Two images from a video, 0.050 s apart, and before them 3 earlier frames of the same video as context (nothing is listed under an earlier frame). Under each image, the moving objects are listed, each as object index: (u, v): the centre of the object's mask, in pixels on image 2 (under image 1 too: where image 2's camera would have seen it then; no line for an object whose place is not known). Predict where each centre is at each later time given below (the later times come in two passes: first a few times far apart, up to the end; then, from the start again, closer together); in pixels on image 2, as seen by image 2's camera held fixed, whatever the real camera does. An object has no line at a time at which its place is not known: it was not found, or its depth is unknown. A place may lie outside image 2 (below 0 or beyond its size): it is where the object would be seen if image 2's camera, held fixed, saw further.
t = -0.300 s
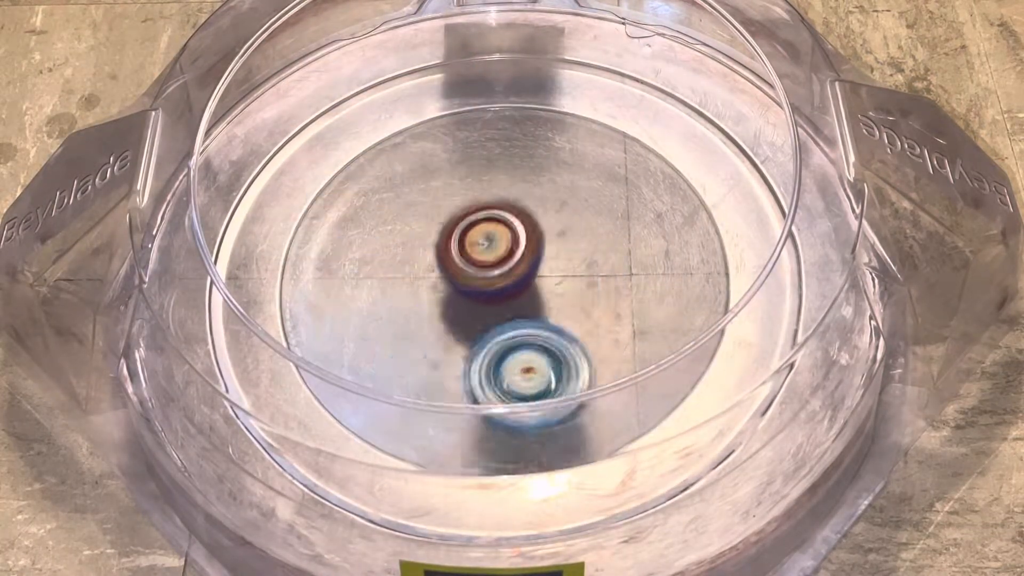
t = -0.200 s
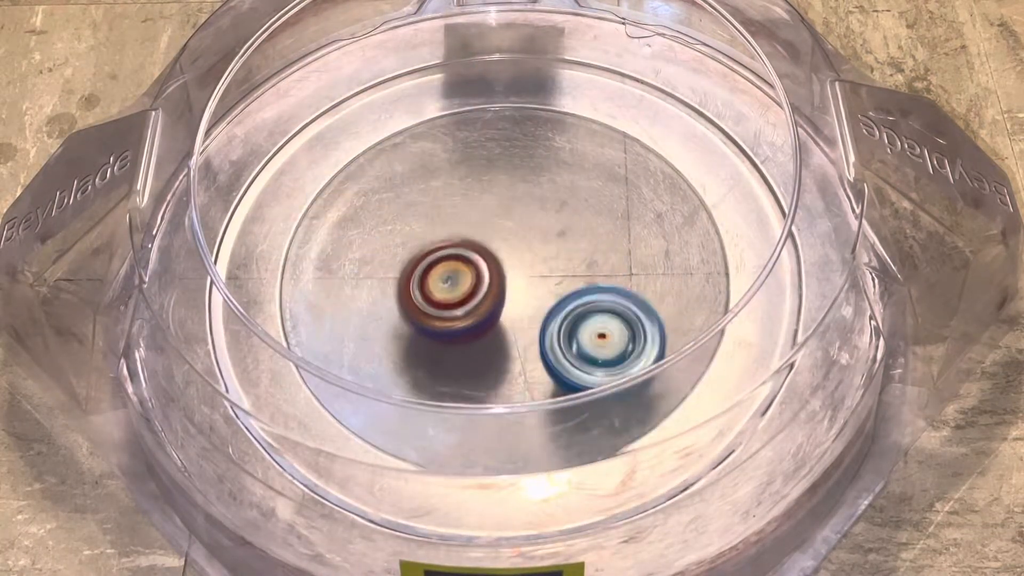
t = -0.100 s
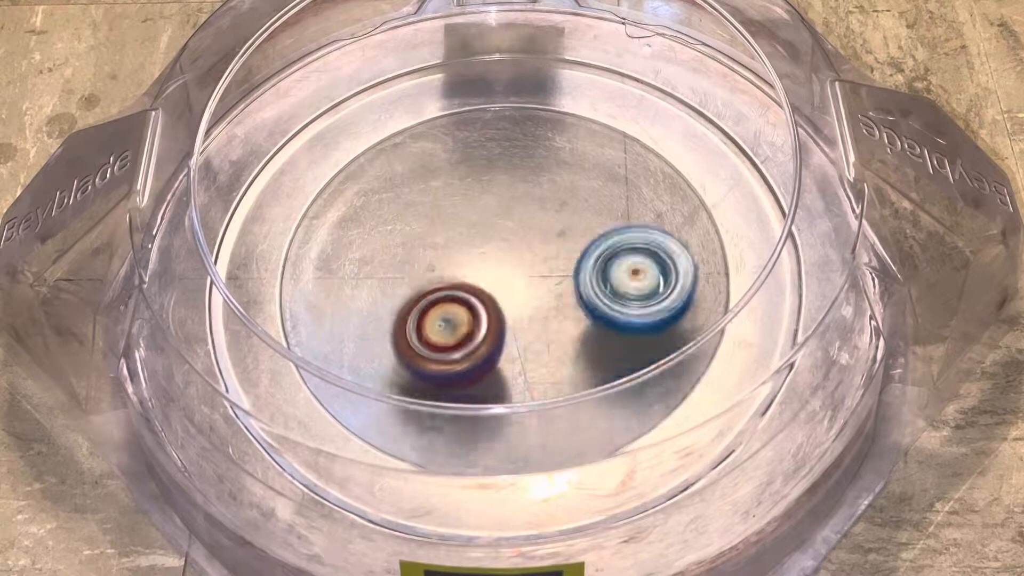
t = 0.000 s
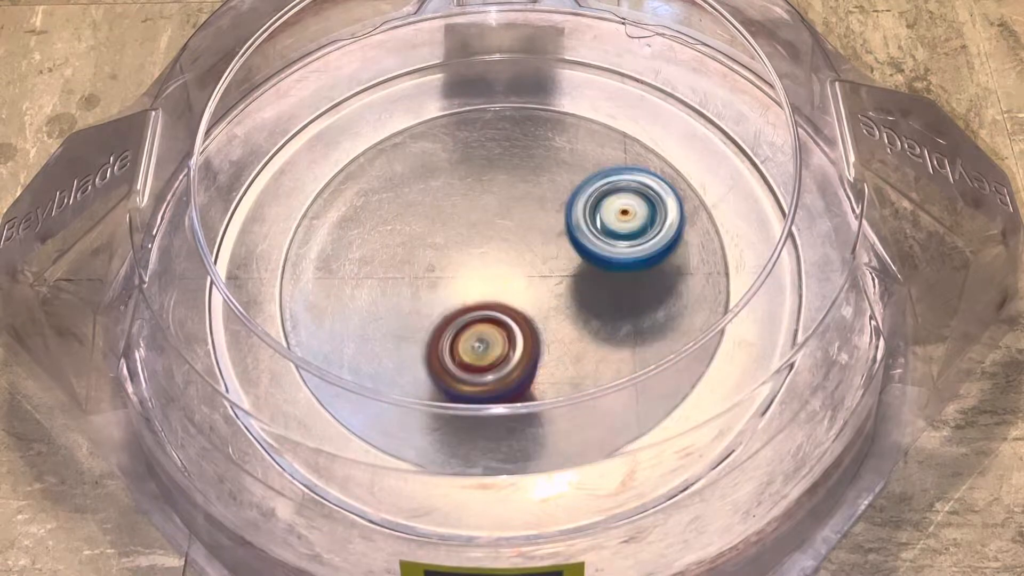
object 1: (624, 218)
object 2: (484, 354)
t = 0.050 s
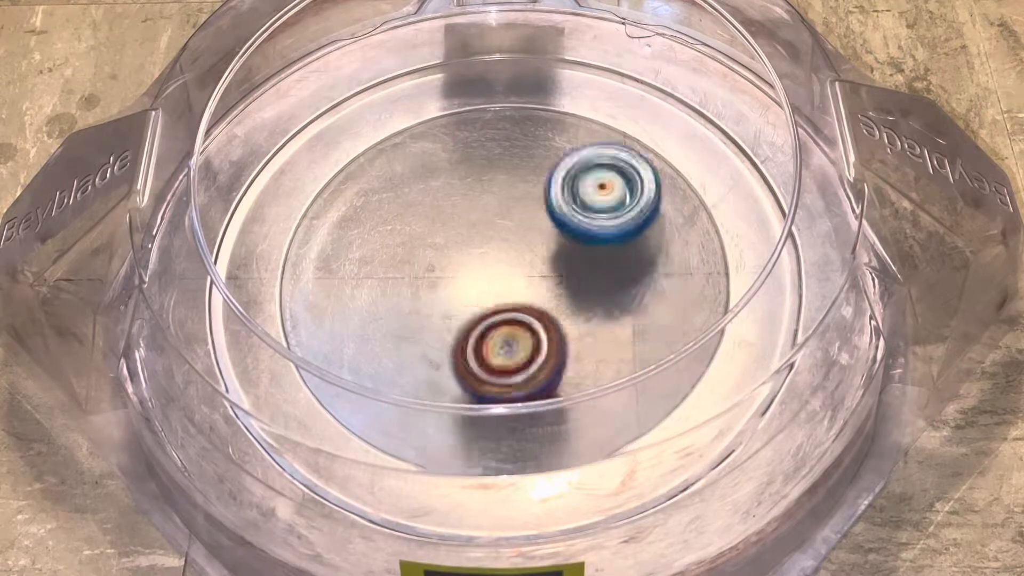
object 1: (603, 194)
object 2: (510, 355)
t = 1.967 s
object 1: (449, 287)
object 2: (512, 98)
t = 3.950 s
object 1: (499, 280)
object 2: (383, 417)
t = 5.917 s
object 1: (496, 282)
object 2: (480, 95)
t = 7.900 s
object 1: (494, 280)
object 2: (462, 179)
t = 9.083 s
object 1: (471, 155)
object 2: (498, 277)
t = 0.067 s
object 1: (595, 187)
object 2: (520, 352)
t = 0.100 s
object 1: (575, 177)
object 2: (540, 348)
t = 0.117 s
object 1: (563, 172)
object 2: (549, 343)
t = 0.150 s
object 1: (543, 166)
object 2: (569, 329)
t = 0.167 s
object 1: (531, 165)
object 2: (579, 323)
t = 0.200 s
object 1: (504, 164)
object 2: (596, 304)
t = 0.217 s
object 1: (493, 165)
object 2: (604, 293)
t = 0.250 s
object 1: (469, 171)
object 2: (615, 270)
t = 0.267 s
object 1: (457, 175)
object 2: (616, 258)
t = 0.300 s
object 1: (437, 181)
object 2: (615, 234)
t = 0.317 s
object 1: (428, 189)
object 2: (611, 222)
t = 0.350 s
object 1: (409, 203)
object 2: (597, 201)
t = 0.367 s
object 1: (402, 210)
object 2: (587, 193)
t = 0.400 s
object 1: (392, 228)
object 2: (563, 179)
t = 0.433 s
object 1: (384, 248)
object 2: (534, 169)
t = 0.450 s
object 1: (382, 258)
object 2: (519, 167)
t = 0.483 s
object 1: (384, 279)
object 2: (485, 164)
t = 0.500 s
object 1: (385, 289)
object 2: (468, 167)
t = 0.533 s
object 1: (392, 308)
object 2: (434, 173)
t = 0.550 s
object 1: (398, 317)
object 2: (417, 178)
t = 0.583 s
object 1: (414, 334)
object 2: (386, 193)
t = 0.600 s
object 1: (424, 341)
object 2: (371, 201)
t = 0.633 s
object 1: (444, 351)
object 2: (343, 222)
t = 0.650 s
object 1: (457, 355)
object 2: (332, 234)
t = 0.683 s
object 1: (483, 358)
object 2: (313, 259)
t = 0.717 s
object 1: (508, 360)
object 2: (300, 287)
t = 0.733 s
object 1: (521, 358)
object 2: (299, 299)
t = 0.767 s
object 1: (548, 352)
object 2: (295, 327)
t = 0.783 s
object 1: (560, 349)
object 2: (296, 345)
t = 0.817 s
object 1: (580, 340)
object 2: (310, 375)
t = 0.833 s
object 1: (589, 334)
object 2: (317, 391)
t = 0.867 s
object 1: (603, 317)
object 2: (334, 420)
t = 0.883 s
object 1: (609, 309)
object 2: (341, 436)
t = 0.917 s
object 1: (616, 292)
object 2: (356, 465)
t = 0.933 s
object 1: (617, 284)
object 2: (364, 477)
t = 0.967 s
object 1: (615, 264)
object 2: (384, 497)
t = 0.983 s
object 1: (613, 254)
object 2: (401, 497)
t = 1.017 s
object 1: (606, 237)
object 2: (435, 503)
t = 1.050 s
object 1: (593, 224)
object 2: (470, 498)
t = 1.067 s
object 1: (586, 217)
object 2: (488, 505)
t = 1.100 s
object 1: (567, 205)
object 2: (519, 506)
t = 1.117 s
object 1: (558, 200)
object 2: (534, 504)
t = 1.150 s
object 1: (538, 195)
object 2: (565, 502)
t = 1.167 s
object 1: (528, 193)
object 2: (581, 498)
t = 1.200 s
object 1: (505, 192)
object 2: (612, 485)
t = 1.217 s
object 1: (493, 193)
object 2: (627, 479)
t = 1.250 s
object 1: (472, 197)
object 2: (653, 463)
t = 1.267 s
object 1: (463, 200)
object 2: (665, 457)
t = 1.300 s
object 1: (445, 211)
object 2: (684, 442)
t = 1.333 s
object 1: (429, 222)
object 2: (697, 431)
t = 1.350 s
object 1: (422, 229)
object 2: (701, 426)
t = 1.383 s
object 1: (413, 243)
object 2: (708, 416)
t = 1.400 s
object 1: (410, 251)
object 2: (710, 412)
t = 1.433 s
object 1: (408, 268)
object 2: (710, 406)
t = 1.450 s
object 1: (408, 277)
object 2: (708, 402)
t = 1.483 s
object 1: (412, 294)
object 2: (703, 389)
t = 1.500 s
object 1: (416, 302)
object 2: (700, 383)
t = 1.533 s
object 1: (426, 316)
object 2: (690, 371)
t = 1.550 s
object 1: (433, 322)
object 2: (686, 365)
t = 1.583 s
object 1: (450, 333)
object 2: (675, 354)
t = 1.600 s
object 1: (460, 336)
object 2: (667, 343)
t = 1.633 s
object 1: (481, 342)
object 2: (646, 321)
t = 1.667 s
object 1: (501, 344)
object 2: (628, 306)
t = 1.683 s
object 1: (502, 344)
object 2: (625, 291)
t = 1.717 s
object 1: (484, 345)
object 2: (634, 256)
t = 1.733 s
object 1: (476, 345)
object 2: (637, 237)
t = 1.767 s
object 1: (462, 342)
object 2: (635, 203)
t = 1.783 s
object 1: (457, 339)
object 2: (630, 188)
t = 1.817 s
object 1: (448, 334)
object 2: (617, 159)
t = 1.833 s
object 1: (445, 329)
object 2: (609, 147)
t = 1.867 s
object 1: (442, 319)
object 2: (588, 128)
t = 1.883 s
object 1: (441, 314)
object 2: (578, 119)
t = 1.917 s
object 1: (442, 303)
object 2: (552, 107)
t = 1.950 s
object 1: (446, 293)
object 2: (525, 99)
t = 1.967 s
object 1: (449, 287)
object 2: (512, 98)
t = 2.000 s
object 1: (456, 276)
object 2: (482, 99)
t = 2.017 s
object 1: (460, 271)
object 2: (467, 102)
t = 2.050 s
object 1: (469, 262)
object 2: (438, 110)
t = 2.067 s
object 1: (474, 257)
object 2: (424, 118)
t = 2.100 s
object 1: (484, 251)
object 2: (396, 131)
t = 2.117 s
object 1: (488, 248)
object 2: (383, 140)
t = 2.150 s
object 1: (496, 244)
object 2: (359, 162)
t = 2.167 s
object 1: (499, 242)
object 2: (348, 174)
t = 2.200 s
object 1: (505, 241)
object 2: (330, 200)
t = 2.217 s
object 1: (508, 240)
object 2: (323, 214)
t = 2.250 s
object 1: (512, 241)
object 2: (312, 245)
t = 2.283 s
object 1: (514, 242)
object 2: (310, 276)
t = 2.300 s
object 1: (515, 244)
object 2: (312, 293)
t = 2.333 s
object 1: (515, 247)
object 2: (323, 319)
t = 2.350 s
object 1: (515, 250)
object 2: (333, 331)
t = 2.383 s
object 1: (513, 255)
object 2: (347, 366)
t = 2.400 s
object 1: (512, 256)
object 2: (359, 379)
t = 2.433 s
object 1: (509, 261)
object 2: (388, 402)
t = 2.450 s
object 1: (507, 264)
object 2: (405, 410)
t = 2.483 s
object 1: (503, 267)
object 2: (444, 423)
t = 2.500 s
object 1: (501, 270)
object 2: (464, 428)
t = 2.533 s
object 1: (497, 273)
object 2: (505, 430)
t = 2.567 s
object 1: (492, 276)
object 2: (548, 426)
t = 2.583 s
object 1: (490, 277)
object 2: (568, 421)
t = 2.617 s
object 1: (486, 278)
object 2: (607, 407)
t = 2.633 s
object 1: (485, 279)
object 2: (626, 397)
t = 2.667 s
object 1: (482, 279)
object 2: (658, 375)
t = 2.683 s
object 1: (481, 280)
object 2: (671, 362)
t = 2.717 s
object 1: (480, 279)
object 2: (694, 331)
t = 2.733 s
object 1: (479, 279)
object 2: (703, 316)
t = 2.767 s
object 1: (479, 278)
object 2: (714, 285)
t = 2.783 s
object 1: (479, 278)
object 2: (711, 267)
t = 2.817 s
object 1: (480, 276)
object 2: (713, 238)
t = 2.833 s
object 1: (481, 275)
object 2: (709, 222)
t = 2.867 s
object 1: (483, 274)
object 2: (696, 190)
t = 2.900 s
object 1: (485, 272)
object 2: (676, 162)
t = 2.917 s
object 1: (486, 271)
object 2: (664, 150)
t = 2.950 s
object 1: (488, 269)
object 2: (636, 127)
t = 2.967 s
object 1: (490, 268)
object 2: (619, 118)
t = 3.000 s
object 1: (492, 266)
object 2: (584, 101)
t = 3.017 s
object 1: (494, 265)
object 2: (549, 88)
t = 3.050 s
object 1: (499, 262)
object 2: (451, 95)
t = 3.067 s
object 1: (502, 261)
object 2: (413, 107)
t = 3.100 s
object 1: (505, 260)
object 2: (329, 159)
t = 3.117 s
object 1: (507, 260)
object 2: (297, 206)
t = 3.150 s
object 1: (507, 261)
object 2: (288, 293)
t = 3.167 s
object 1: (507, 261)
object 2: (295, 334)
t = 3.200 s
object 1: (505, 263)
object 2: (366, 408)
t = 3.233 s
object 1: (502, 265)
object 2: (482, 444)
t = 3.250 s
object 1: (502, 267)
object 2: (557, 437)
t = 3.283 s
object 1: (503, 270)
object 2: (663, 383)
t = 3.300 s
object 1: (504, 270)
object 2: (692, 350)
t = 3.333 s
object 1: (505, 270)
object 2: (718, 254)
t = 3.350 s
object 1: (504, 270)
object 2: (709, 200)
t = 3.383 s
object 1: (504, 271)
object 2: (646, 127)
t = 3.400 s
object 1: (505, 271)
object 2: (610, 107)
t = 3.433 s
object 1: (505, 269)
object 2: (507, 86)
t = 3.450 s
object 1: (504, 269)
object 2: (439, 94)
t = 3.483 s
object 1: (506, 268)
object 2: (341, 149)
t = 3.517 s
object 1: (507, 267)
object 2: (288, 236)
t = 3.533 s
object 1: (506, 266)
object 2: (284, 276)
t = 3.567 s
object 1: (508, 268)
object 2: (323, 374)
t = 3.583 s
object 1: (508, 267)
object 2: (380, 418)
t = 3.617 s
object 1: (507, 270)
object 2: (509, 445)
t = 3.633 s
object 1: (508, 271)
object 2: (563, 437)
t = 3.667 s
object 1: (508, 271)
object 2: (672, 374)
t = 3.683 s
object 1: (508, 273)
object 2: (710, 319)
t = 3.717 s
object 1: (509, 274)
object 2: (716, 221)
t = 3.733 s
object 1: (508, 275)
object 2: (701, 185)
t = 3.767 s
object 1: (510, 276)
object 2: (626, 115)
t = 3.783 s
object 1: (508, 277)
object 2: (563, 92)
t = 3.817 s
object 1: (509, 279)
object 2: (446, 95)
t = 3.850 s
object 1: (506, 279)
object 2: (344, 146)
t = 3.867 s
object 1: (507, 279)
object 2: (315, 179)
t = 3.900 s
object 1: (503, 278)
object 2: (284, 278)
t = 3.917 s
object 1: (503, 278)
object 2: (300, 336)
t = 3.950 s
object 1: (499, 280)
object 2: (383, 417)
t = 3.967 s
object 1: (499, 280)
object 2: (429, 437)
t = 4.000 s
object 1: (497, 280)
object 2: (562, 438)
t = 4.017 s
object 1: (497, 281)
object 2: (632, 406)
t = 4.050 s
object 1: (496, 283)
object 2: (709, 320)
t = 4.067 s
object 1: (494, 282)
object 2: (720, 282)
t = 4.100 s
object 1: (494, 283)
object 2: (703, 188)
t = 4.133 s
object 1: (493, 283)
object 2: (632, 120)
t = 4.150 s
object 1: (493, 281)
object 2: (572, 93)
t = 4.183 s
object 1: (494, 281)
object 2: (463, 90)
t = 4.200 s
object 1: (493, 280)
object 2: (421, 102)
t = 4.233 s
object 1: (493, 280)
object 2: (333, 158)
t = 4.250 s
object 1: (495, 280)
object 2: (298, 206)
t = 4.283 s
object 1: (494, 280)
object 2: (290, 294)
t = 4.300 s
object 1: (495, 279)
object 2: (296, 334)
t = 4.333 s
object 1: (495, 279)
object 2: (366, 410)
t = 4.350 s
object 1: (493, 280)
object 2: (432, 437)
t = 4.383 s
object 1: (492, 279)
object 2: (552, 439)
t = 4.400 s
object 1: (494, 278)
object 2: (600, 424)
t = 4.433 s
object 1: (494, 278)
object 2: (689, 354)
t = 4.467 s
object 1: (495, 278)
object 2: (722, 265)
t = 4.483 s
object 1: (493, 278)
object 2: (713, 214)
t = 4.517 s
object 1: (493, 278)
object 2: (661, 139)
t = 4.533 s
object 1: (495, 278)
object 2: (631, 118)
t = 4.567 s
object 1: (495, 277)
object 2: (539, 89)
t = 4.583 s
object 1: (494, 277)
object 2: (477, 89)
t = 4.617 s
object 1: (493, 277)
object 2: (382, 120)
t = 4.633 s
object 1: (493, 274)
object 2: (351, 141)
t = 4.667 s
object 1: (492, 274)
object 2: (295, 212)
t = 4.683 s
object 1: (492, 274)
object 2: (283, 265)
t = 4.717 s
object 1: (491, 273)
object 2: (306, 349)
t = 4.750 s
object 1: (491, 273)
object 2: (379, 415)
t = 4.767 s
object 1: (490, 275)
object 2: (418, 433)
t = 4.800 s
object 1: (493, 275)
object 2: (535, 441)
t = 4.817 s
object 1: (493, 275)
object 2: (601, 423)
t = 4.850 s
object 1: (495, 274)
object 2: (687, 356)
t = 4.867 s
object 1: (495, 272)
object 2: (708, 324)
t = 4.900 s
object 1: (496, 271)
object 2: (719, 238)
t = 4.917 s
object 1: (498, 270)
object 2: (704, 188)
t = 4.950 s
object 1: (499, 269)
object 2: (644, 126)
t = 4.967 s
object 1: (501, 269)
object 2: (611, 108)
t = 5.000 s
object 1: (502, 266)
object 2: (516, 86)
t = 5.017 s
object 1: (503, 266)
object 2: (459, 91)
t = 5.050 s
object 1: (502, 266)
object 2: (369, 127)
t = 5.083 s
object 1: (501, 267)
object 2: (306, 191)
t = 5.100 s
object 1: (501, 267)
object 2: (291, 223)
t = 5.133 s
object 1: (499, 269)
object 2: (294, 300)
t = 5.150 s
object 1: (500, 268)
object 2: (308, 353)
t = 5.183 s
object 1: (500, 270)
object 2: (379, 413)
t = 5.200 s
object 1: (501, 269)
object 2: (418, 433)
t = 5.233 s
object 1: (500, 269)
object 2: (528, 441)
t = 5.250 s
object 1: (500, 269)
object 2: (593, 424)
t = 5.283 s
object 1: (501, 269)
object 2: (676, 365)
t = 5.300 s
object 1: (501, 268)
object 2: (699, 335)
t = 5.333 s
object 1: (502, 268)
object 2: (717, 251)
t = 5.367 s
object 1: (501, 267)
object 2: (694, 174)
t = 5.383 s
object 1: (502, 268)
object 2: (673, 148)
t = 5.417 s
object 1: (501, 267)
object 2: (597, 103)
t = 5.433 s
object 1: (502, 267)
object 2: (543, 88)
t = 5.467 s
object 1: (501, 269)
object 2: (452, 94)
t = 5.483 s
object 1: (501, 269)
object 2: (415, 105)
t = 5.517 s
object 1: (501, 273)
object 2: (340, 150)
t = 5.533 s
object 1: (500, 273)
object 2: (308, 189)
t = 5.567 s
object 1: (501, 274)
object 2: (285, 266)
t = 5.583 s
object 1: (501, 276)
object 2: (291, 293)
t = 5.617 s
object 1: (500, 276)
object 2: (327, 372)
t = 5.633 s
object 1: (501, 277)
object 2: (371, 406)
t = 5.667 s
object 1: (502, 279)
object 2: (470, 436)
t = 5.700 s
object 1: (500, 279)
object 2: (574, 425)
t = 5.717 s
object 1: (502, 280)
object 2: (611, 410)
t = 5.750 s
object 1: (499, 282)
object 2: (684, 348)
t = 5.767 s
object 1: (498, 281)
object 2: (707, 301)
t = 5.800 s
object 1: (496, 279)
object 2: (708, 224)
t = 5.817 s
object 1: (496, 280)
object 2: (695, 195)
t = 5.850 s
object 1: (493, 281)
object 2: (642, 135)
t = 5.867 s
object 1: (493, 281)
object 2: (599, 111)
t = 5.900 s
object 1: (495, 281)
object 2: (513, 92)
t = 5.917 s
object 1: (496, 282)
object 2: (480, 95)
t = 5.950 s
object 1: (496, 281)
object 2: (396, 121)
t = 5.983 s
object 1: (496, 279)
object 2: (331, 172)
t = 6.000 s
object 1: (495, 278)
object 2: (306, 211)
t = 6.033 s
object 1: (496, 278)
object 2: (295, 285)
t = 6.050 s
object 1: (495, 279)
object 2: (306, 310)
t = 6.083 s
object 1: (493, 278)
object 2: (347, 375)
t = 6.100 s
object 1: (493, 279)
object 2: (394, 405)
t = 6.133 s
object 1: (494, 278)
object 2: (488, 428)
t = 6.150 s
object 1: (495, 279)
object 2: (532, 424)
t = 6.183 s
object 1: (495, 279)
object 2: (620, 389)
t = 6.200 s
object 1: (495, 278)
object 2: (659, 351)
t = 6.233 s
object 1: (495, 277)
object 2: (688, 281)
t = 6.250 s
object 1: (495, 275)
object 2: (691, 253)
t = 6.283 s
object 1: (497, 273)
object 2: (665, 186)
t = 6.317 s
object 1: (498, 273)
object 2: (609, 137)
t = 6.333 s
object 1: (499, 271)
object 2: (565, 118)
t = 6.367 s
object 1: (500, 272)
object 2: (485, 111)
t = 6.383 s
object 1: (499, 271)
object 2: (455, 114)
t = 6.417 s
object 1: (498, 270)
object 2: (383, 143)
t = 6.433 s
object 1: (499, 270)
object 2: (348, 172)
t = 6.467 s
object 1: (498, 269)
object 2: (313, 233)
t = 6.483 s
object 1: (498, 267)
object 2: (308, 260)
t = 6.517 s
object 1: (499, 267)
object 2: (330, 324)
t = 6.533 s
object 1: (499, 268)
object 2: (357, 362)
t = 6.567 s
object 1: (499, 268)
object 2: (431, 407)
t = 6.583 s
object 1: (500, 268)
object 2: (469, 415)
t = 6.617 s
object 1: (500, 270)
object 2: (562, 404)
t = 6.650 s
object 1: (500, 271)
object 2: (632, 353)
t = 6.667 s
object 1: (499, 271)
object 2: (656, 312)
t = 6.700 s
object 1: (500, 273)
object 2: (670, 247)
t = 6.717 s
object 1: (500, 273)
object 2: (663, 222)
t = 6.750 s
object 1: (500, 274)
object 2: (595, 151)
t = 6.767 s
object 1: (501, 273)
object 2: (582, 145)
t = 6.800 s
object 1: (501, 275)
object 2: (555, 135)
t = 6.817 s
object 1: (500, 274)
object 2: (540, 134)
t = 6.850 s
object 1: (501, 274)
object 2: (509, 131)
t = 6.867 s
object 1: (500, 275)
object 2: (495, 131)
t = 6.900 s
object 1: (501, 274)
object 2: (464, 136)
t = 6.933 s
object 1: (502, 274)
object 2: (437, 144)
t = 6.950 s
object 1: (501, 276)
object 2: (422, 150)
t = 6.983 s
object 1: (501, 275)
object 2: (397, 165)
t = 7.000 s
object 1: (502, 276)
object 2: (386, 175)
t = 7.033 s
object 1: (500, 276)
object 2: (367, 196)
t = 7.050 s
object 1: (502, 275)
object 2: (360, 206)
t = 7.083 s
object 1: (501, 276)
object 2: (349, 230)
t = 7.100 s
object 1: (501, 275)
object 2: (344, 243)
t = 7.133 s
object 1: (501, 275)
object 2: (341, 269)
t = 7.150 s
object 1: (499, 276)
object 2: (343, 282)
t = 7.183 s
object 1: (500, 275)
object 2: (351, 306)
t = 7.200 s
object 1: (499, 277)
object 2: (359, 318)
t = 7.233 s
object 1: (499, 276)
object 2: (377, 338)
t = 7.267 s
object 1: (498, 276)
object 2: (399, 353)
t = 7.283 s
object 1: (499, 277)
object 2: (411, 358)
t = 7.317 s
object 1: (498, 277)
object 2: (439, 367)
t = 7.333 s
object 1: (500, 277)
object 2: (455, 370)
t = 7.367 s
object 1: (499, 278)
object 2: (488, 373)
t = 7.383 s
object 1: (498, 277)
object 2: (504, 372)
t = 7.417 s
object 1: (499, 277)
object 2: (538, 368)
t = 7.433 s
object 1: (498, 278)
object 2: (551, 364)
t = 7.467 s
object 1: (498, 277)
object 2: (577, 354)
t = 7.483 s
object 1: (500, 279)
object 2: (592, 346)
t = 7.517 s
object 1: (498, 279)
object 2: (613, 329)
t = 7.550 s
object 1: (498, 279)
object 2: (628, 306)
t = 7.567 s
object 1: (499, 279)
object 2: (631, 295)
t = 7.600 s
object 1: (498, 279)
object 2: (635, 271)
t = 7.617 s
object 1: (498, 278)
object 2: (635, 259)
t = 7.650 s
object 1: (498, 279)
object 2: (628, 237)
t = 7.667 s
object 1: (497, 279)
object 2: (621, 226)
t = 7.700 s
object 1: (497, 278)
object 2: (605, 208)
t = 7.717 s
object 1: (497, 280)
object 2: (596, 203)
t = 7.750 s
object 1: (495, 280)
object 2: (574, 190)
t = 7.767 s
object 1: (497, 279)
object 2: (563, 182)
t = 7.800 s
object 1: (496, 280)
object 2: (537, 173)
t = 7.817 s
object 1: (494, 279)
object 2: (521, 173)
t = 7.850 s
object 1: (495, 279)
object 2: (496, 171)
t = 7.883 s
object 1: (496, 279)
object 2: (471, 175)
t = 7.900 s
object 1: (494, 280)
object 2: (462, 179)
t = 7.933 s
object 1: (495, 279)
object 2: (442, 189)
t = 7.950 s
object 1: (496, 282)
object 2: (433, 193)
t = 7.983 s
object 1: (499, 286)
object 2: (412, 202)
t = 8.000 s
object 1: (502, 287)
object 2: (404, 207)
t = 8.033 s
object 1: (505, 290)
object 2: (391, 219)
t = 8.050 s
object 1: (505, 290)
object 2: (385, 226)
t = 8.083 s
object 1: (508, 290)
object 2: (379, 241)
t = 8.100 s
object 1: (508, 291)
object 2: (379, 248)
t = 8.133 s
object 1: (509, 290)
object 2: (378, 263)
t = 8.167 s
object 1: (510, 288)
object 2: (382, 278)
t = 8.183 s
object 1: (512, 288)
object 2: (383, 285)
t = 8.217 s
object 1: (511, 286)
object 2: (393, 299)
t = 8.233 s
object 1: (514, 283)
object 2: (396, 305)
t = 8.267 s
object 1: (526, 276)
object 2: (394, 315)
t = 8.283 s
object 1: (530, 278)
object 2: (394, 320)
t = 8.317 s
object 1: (535, 272)
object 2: (402, 328)
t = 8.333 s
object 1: (538, 270)
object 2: (407, 332)
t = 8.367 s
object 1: (539, 269)
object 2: (418, 340)
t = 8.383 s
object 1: (538, 265)
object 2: (424, 343)
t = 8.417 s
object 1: (535, 261)
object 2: (440, 347)
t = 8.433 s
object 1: (532, 262)
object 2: (449, 347)
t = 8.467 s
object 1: (528, 259)
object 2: (469, 346)
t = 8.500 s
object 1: (534, 241)
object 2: (475, 354)
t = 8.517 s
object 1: (538, 233)
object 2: (480, 357)
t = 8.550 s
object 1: (541, 220)
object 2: (490, 359)
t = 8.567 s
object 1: (540, 213)
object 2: (495, 359)
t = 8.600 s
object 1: (539, 206)
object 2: (510, 357)
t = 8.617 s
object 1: (539, 205)
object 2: (517, 355)
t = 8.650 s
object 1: (534, 205)
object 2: (530, 347)
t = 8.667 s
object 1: (531, 205)
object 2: (535, 339)
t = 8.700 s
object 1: (527, 209)
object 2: (544, 325)
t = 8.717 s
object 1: (522, 212)
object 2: (546, 315)
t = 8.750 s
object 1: (516, 197)
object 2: (549, 316)
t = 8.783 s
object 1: (506, 168)
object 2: (551, 327)
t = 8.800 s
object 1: (503, 156)
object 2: (552, 330)
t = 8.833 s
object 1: (495, 137)
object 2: (551, 333)
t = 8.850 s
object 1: (489, 130)
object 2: (551, 333)
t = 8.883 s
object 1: (482, 121)
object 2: (551, 328)
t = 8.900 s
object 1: (481, 120)
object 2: (550, 326)
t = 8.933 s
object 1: (476, 119)
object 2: (548, 315)
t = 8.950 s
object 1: (473, 119)
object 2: (544, 310)
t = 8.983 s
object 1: (470, 123)
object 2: (536, 300)
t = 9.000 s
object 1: (471, 128)
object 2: (531, 293)
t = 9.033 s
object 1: (470, 138)
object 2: (517, 286)
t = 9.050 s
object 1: (469, 143)
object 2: (511, 283)
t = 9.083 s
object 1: (471, 155)
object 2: (498, 277)
